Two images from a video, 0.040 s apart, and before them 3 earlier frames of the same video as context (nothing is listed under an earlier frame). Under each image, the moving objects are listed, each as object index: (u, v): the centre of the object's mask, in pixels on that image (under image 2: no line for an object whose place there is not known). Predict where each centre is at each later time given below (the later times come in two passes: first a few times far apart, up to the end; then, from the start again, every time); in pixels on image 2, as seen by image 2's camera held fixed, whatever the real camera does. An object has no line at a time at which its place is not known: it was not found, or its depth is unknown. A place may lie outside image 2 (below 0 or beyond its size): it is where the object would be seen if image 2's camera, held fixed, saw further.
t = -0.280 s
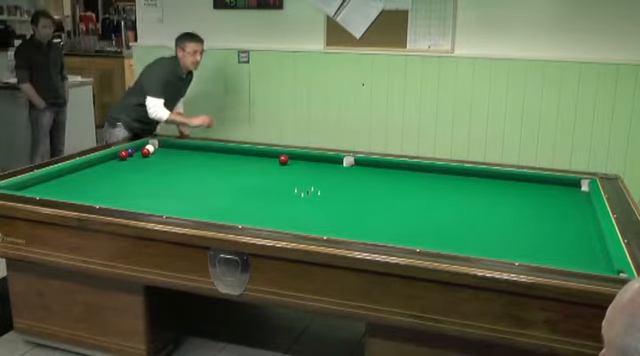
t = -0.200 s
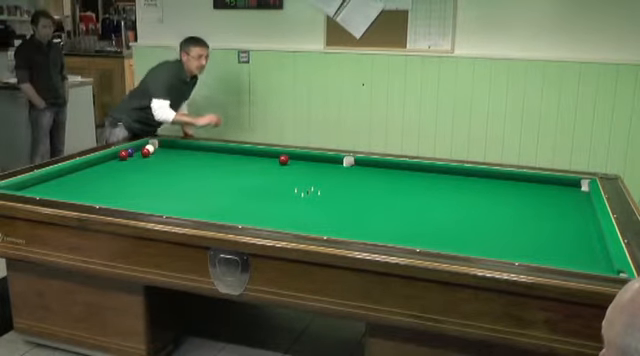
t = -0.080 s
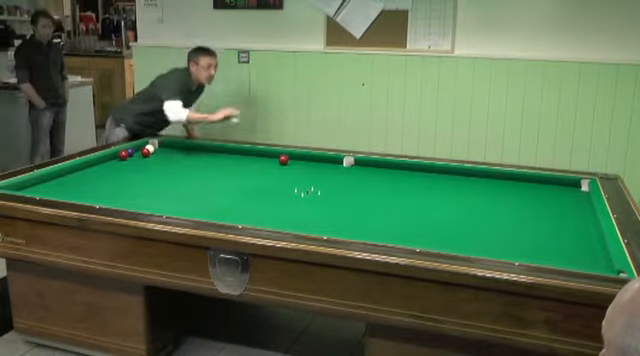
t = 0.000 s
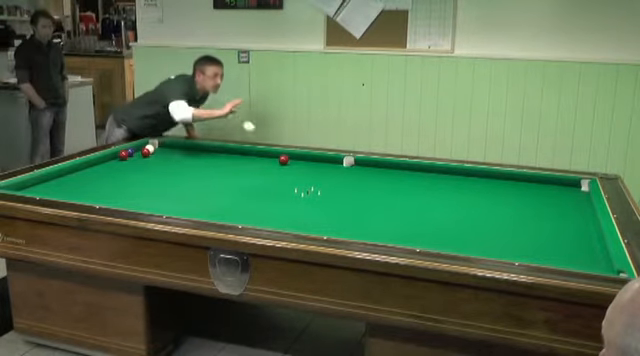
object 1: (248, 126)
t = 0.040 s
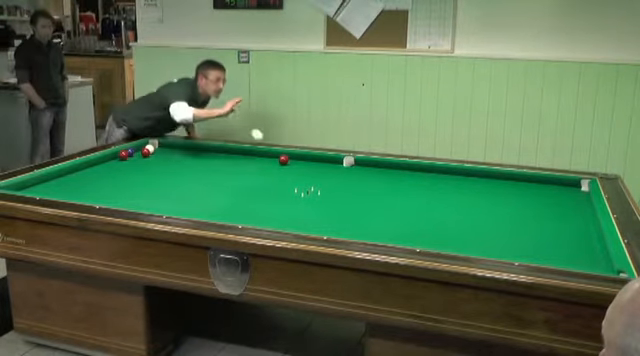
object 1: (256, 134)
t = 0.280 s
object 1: (306, 149)
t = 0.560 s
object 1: (372, 174)
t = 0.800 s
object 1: (433, 197)
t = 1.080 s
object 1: (512, 230)
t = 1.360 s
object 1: (601, 260)
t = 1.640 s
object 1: (534, 259)
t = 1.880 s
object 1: (489, 250)
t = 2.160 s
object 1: (444, 240)
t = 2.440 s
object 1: (402, 229)
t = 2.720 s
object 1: (364, 219)
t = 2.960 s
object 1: (334, 211)
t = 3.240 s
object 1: (303, 204)
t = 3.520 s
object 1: (275, 196)
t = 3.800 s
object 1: (249, 189)
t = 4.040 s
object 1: (230, 184)
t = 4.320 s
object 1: (208, 178)
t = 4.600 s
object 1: (189, 172)
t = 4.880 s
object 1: (172, 167)
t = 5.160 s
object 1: (156, 163)
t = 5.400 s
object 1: (144, 160)
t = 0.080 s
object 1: (264, 145)
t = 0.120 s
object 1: (273, 159)
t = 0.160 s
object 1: (282, 156)
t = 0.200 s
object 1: (290, 151)
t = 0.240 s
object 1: (298, 149)
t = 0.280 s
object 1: (306, 149)
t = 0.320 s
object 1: (316, 152)
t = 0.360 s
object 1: (325, 158)
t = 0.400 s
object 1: (334, 168)
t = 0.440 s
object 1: (344, 180)
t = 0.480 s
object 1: (353, 176)
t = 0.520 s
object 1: (362, 174)
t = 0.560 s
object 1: (372, 174)
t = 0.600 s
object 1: (382, 178)
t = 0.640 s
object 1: (392, 185)
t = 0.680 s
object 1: (402, 197)
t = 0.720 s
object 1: (412, 195)
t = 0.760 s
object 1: (422, 194)
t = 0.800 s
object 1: (433, 197)
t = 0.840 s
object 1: (443, 204)
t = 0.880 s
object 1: (454, 213)
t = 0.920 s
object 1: (465, 214)
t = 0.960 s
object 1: (476, 218)
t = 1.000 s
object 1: (488, 223)
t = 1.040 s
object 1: (499, 226)
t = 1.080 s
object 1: (512, 230)
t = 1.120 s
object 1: (524, 235)
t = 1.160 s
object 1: (537, 239)
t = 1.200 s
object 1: (550, 243)
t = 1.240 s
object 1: (563, 247)
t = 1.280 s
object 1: (578, 252)
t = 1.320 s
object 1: (592, 256)
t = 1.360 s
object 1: (601, 260)
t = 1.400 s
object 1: (589, 259)
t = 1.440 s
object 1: (579, 260)
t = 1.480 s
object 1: (569, 258)
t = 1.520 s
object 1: (560, 259)
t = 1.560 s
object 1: (551, 259)
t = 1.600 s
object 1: (542, 259)
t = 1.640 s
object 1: (534, 259)
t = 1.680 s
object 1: (527, 258)
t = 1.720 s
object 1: (518, 256)
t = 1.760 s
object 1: (511, 254)
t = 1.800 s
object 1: (503, 252)
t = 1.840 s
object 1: (496, 251)
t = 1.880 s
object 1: (489, 250)
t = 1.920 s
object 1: (482, 248)
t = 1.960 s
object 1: (476, 246)
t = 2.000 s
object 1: (469, 245)
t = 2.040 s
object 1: (463, 244)
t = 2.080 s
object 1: (456, 242)
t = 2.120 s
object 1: (450, 241)
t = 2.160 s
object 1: (444, 240)
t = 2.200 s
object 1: (437, 238)
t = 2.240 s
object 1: (431, 237)
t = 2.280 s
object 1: (425, 235)
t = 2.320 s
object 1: (419, 234)
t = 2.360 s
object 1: (414, 232)
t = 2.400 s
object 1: (408, 230)
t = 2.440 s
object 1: (402, 229)
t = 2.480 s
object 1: (396, 227)
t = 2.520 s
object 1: (390, 226)
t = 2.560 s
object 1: (385, 225)
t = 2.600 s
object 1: (380, 224)
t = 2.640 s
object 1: (374, 222)
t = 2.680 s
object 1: (369, 221)
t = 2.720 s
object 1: (364, 219)
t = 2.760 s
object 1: (359, 218)
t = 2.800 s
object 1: (354, 216)
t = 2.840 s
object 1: (349, 215)
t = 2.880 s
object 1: (344, 214)
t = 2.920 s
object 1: (339, 213)
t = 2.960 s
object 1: (334, 211)
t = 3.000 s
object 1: (330, 210)
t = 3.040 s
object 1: (325, 209)
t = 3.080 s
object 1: (321, 208)
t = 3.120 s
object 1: (316, 207)
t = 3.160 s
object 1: (312, 206)
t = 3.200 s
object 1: (307, 205)
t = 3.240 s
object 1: (303, 204)
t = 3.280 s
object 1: (299, 202)
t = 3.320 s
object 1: (295, 201)
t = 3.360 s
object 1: (291, 200)
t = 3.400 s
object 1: (286, 199)
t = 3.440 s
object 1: (283, 197)
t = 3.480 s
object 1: (279, 196)
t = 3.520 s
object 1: (275, 196)
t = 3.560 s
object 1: (271, 195)
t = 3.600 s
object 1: (267, 193)
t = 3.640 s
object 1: (264, 192)
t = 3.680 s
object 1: (260, 192)
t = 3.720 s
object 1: (257, 191)
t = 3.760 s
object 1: (253, 190)
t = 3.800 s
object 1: (249, 189)
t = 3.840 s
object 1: (246, 188)
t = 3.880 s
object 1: (243, 187)
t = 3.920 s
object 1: (239, 186)
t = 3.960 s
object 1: (236, 185)
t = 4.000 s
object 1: (233, 184)
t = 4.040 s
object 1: (230, 184)
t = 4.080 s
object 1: (226, 182)
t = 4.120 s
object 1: (223, 182)
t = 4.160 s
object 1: (220, 181)
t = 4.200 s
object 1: (218, 180)
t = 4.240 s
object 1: (214, 179)
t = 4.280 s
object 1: (211, 178)
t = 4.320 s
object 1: (208, 178)
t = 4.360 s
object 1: (206, 177)
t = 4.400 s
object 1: (203, 176)
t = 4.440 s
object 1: (200, 176)
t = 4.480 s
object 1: (197, 175)
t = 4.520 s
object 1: (195, 174)
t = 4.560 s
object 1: (192, 173)
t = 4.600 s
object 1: (189, 172)
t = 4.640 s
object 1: (187, 172)
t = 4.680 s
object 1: (184, 171)
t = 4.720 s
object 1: (182, 170)
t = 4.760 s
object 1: (179, 170)
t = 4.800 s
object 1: (177, 169)
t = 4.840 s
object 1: (175, 168)
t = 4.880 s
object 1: (172, 167)
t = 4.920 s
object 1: (170, 167)
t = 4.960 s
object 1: (168, 166)
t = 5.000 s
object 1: (165, 166)
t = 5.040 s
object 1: (163, 165)
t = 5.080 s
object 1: (161, 164)
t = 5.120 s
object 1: (158, 163)
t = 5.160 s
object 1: (156, 163)
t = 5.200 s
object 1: (154, 162)
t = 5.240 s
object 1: (152, 162)
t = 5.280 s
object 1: (150, 161)
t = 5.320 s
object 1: (148, 161)
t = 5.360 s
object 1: (146, 160)
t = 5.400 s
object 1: (144, 160)
